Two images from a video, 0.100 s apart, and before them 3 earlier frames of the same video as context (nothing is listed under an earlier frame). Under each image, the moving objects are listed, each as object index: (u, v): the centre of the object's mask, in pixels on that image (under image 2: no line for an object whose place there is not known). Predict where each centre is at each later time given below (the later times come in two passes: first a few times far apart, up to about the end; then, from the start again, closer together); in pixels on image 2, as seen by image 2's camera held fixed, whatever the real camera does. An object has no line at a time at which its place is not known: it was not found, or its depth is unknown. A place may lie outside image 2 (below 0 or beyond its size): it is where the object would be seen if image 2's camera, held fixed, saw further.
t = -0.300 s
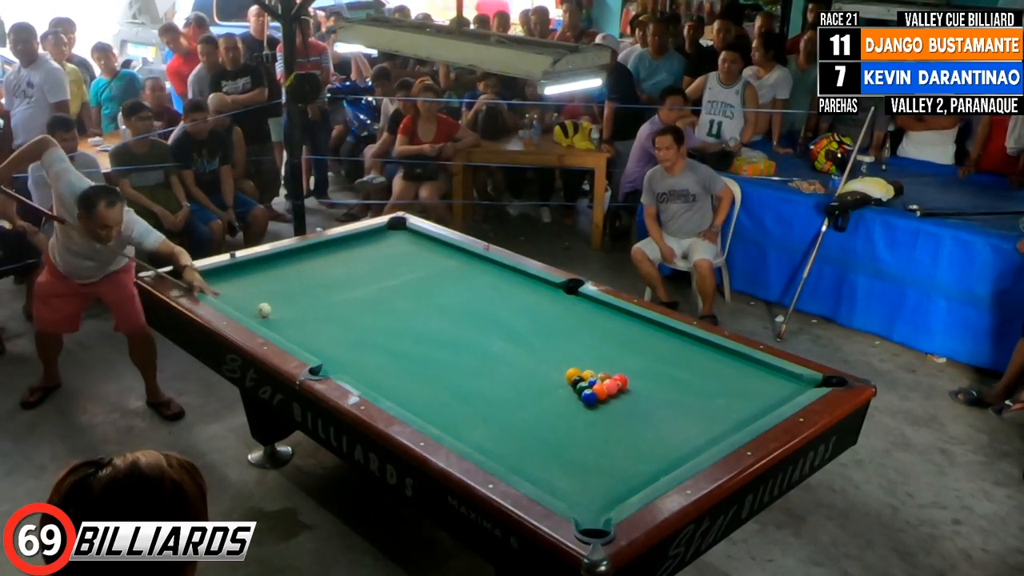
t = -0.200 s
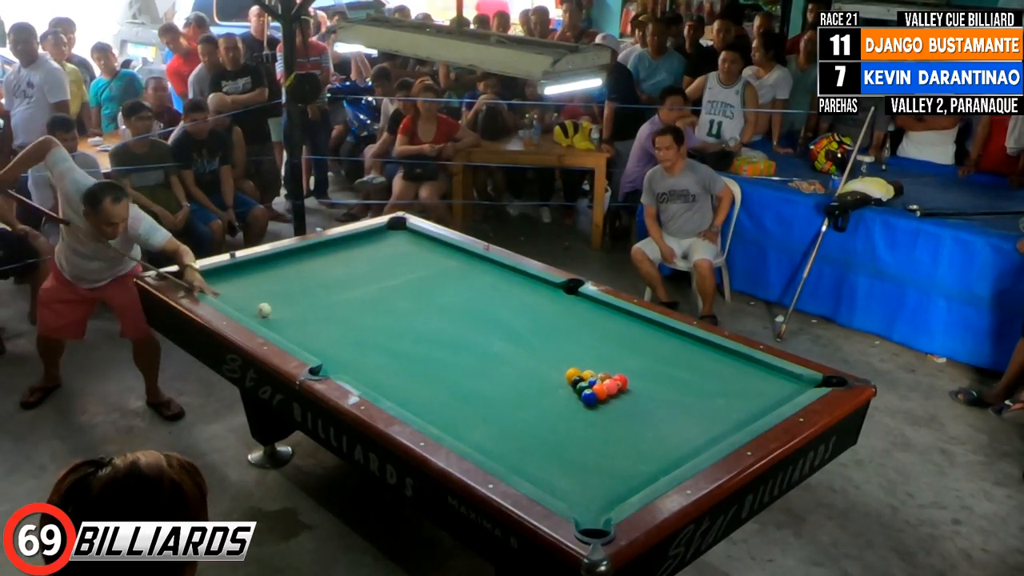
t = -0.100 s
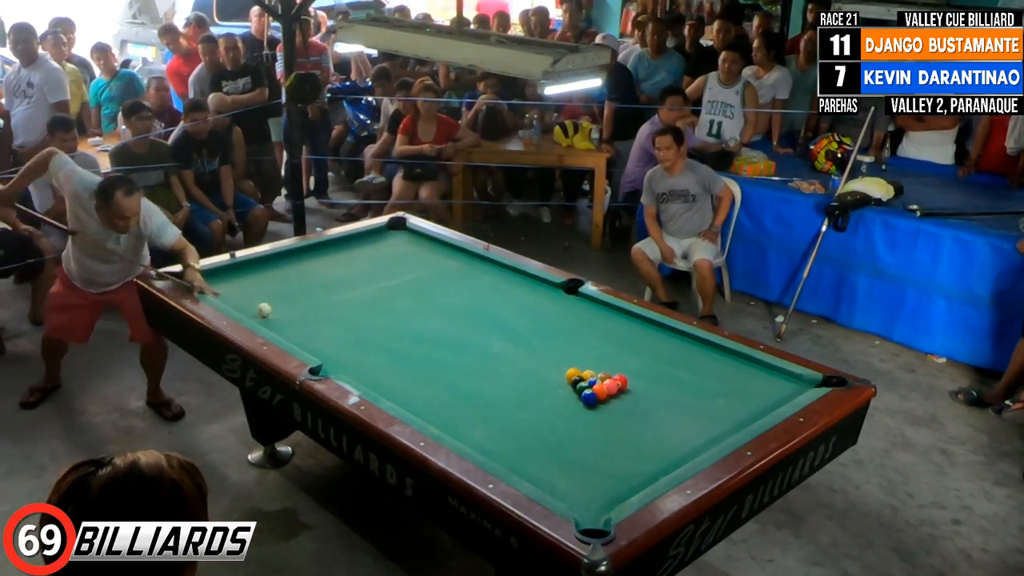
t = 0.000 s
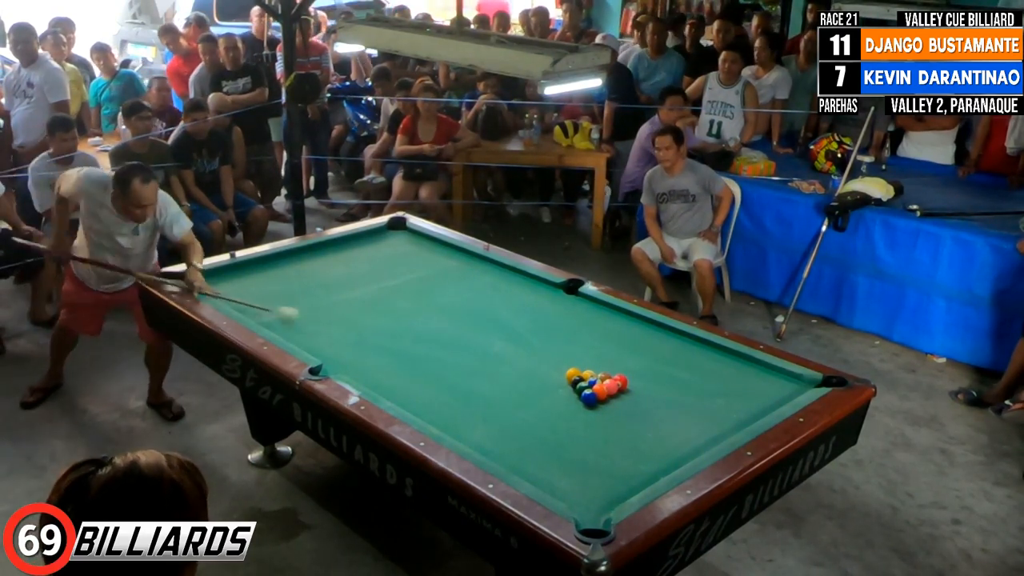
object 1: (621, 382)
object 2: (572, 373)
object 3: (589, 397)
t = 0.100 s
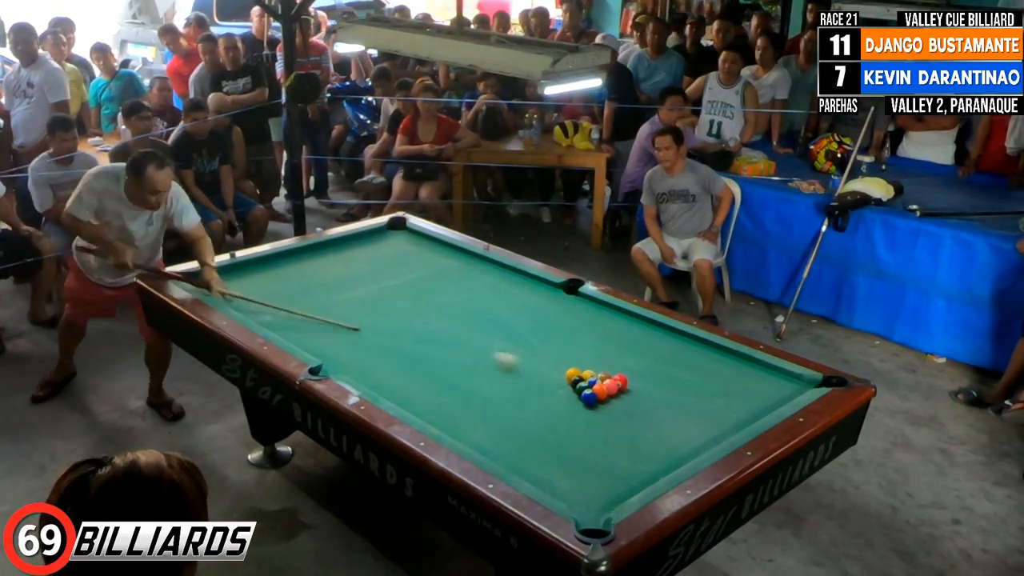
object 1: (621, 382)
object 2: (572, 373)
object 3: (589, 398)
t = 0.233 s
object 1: (783, 396)
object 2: (571, 360)
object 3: (621, 444)
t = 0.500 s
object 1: (624, 337)
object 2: (563, 329)
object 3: (573, 471)
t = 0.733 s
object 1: (492, 314)
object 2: (557, 306)
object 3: (483, 450)
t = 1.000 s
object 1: (356, 291)
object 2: (548, 285)
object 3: (453, 414)
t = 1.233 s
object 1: (250, 272)
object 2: (519, 282)
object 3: (431, 385)
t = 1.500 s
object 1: (223, 291)
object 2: (487, 279)
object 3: (408, 361)
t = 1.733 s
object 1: (289, 298)
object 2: (461, 276)
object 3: (390, 352)
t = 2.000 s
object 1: (328, 307)
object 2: (432, 274)
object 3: (347, 347)
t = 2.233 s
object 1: (314, 318)
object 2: (408, 272)
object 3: (306, 344)
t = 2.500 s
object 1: (305, 320)
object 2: (382, 270)
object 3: (286, 336)
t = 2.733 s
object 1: (299, 314)
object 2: (361, 268)
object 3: (280, 332)
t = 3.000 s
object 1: (293, 308)
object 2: (339, 267)
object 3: (275, 328)
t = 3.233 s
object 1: (288, 302)
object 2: (327, 263)
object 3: (271, 325)
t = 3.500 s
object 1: (283, 296)
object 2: (320, 259)
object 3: (268, 322)
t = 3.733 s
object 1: (280, 291)
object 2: (315, 255)
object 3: (265, 320)
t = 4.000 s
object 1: (276, 286)
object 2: (309, 251)
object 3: (263, 317)
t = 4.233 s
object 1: (273, 283)
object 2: (305, 248)
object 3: (260, 316)
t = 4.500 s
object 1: (271, 279)
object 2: (308, 249)
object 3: (259, 314)
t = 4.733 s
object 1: (269, 275)
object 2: (310, 251)
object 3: (258, 313)
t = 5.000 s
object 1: (266, 272)
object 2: (312, 252)
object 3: (258, 313)
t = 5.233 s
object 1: (266, 272)
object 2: (314, 253)
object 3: (258, 312)
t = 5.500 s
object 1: (267, 273)
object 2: (315, 253)
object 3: (258, 312)
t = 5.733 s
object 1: (268, 273)
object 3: (258, 312)
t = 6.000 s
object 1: (268, 274)
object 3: (259, 312)
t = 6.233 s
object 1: (269, 275)
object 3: (259, 312)
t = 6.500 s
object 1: (269, 275)
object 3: (259, 312)
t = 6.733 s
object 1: (269, 275)
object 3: (259, 312)
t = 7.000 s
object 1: (269, 275)
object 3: (259, 312)
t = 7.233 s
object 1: (269, 275)
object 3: (259, 312)
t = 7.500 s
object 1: (269, 275)
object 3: (258, 312)
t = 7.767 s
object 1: (269, 275)
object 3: (258, 312)
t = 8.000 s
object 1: (269, 275)
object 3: (258, 312)
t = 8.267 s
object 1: (269, 275)
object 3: (258, 312)
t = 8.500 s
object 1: (268, 275)
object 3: (259, 312)
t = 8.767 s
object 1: (269, 275)
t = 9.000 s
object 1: (269, 275)
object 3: (255, 310)
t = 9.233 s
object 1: (269, 275)
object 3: (259, 312)
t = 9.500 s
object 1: (269, 275)
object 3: (259, 312)
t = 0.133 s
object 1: (639, 385)
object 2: (572, 371)
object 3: (592, 402)
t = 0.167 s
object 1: (694, 391)
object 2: (573, 368)
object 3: (601, 416)
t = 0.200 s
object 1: (750, 397)
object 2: (572, 364)
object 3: (611, 432)
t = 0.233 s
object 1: (783, 396)
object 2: (571, 360)
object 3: (621, 444)
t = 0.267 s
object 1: (767, 381)
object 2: (569, 356)
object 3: (630, 459)
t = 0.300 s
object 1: (753, 367)
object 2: (568, 352)
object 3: (640, 473)
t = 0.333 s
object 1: (736, 356)
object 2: (567, 348)
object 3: (644, 482)
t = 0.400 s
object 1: (688, 347)
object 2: (565, 340)
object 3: (614, 479)
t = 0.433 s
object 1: (666, 344)
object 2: (564, 336)
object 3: (600, 476)
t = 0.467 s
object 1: (645, 340)
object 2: (563, 333)
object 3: (587, 474)
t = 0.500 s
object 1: (624, 337)
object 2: (563, 329)
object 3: (573, 471)
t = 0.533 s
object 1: (604, 333)
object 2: (562, 326)
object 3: (559, 469)
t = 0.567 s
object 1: (585, 330)
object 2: (561, 322)
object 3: (546, 466)
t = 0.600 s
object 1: (565, 326)
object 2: (559, 317)
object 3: (533, 464)
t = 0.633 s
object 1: (546, 323)
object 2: (559, 316)
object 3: (519, 462)
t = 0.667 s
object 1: (528, 320)
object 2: (558, 312)
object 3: (507, 458)
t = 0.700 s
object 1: (509, 317)
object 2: (557, 309)
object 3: (494, 455)
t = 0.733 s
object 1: (492, 314)
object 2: (557, 306)
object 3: (483, 450)
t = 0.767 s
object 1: (474, 311)
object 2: (556, 303)
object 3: (480, 446)
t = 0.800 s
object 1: (456, 308)
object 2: (555, 300)
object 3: (476, 442)
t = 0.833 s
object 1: (439, 305)
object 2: (554, 297)
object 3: (471, 438)
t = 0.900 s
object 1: (405, 299)
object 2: (553, 291)
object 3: (464, 428)
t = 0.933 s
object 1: (388, 296)
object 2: (552, 288)
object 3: (460, 423)
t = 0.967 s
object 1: (372, 294)
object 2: (551, 286)
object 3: (457, 418)
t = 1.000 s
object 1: (356, 291)
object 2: (548, 285)
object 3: (453, 414)
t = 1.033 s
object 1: (340, 287)
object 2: (544, 284)
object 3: (450, 409)
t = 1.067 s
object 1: (325, 285)
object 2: (540, 284)
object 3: (446, 405)
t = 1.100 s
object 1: (309, 283)
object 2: (536, 283)
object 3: (443, 400)
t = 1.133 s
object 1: (294, 280)
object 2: (531, 283)
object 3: (440, 396)
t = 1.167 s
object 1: (280, 277)
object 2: (527, 282)
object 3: (436, 393)
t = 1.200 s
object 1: (264, 275)
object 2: (523, 282)
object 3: (434, 388)
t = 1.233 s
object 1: (250, 272)
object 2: (519, 282)
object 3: (431, 385)
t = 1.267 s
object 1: (236, 269)
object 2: (515, 281)
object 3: (428, 381)
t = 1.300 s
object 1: (223, 269)
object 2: (511, 281)
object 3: (425, 377)
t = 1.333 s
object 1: (218, 274)
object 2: (507, 281)
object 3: (421, 373)
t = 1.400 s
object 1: (209, 284)
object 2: (499, 280)
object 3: (416, 366)
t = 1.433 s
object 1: (204, 287)
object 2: (495, 280)
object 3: (414, 362)
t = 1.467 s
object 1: (212, 290)
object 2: (491, 279)
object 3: (411, 362)
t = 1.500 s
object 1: (223, 291)
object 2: (487, 279)
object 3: (408, 361)
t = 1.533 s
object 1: (232, 292)
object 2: (483, 278)
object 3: (405, 360)
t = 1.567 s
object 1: (241, 293)
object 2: (480, 278)
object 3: (402, 358)
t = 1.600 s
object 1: (252, 294)
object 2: (476, 278)
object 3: (400, 357)
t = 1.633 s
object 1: (261, 295)
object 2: (472, 277)
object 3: (398, 356)
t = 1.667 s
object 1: (271, 296)
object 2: (468, 277)
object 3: (395, 355)
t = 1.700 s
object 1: (280, 297)
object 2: (465, 277)
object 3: (392, 354)
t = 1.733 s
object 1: (289, 298)
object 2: (461, 276)
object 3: (390, 352)
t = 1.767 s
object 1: (300, 299)
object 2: (457, 276)
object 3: (384, 352)
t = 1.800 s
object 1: (310, 300)
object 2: (453, 276)
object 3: (380, 351)
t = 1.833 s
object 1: (319, 301)
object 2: (450, 276)
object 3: (375, 349)
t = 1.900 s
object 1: (339, 303)
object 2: (442, 275)
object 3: (365, 347)
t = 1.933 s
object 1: (337, 304)
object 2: (439, 275)
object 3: (359, 347)
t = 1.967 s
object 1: (332, 306)
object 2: (435, 274)
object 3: (353, 347)
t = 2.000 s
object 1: (328, 307)
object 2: (432, 274)
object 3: (347, 347)
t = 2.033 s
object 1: (324, 309)
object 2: (428, 274)
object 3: (341, 347)
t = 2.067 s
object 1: (322, 310)
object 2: (425, 274)
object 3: (335, 346)
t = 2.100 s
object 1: (320, 312)
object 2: (421, 273)
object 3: (329, 346)
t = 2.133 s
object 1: (319, 313)
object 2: (418, 273)
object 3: (323, 346)
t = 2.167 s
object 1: (317, 315)
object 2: (415, 273)
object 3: (317, 346)
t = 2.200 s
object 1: (316, 316)
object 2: (411, 272)
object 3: (311, 346)
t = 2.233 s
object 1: (314, 318)
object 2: (408, 272)
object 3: (306, 344)
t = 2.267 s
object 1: (313, 319)
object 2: (404, 272)
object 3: (299, 343)
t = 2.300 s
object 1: (311, 320)
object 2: (401, 272)
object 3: (298, 342)
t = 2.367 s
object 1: (307, 322)
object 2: (395, 271)
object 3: (296, 339)
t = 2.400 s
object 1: (306, 322)
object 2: (391, 271)
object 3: (296, 338)
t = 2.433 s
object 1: (306, 322)
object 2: (388, 271)
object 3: (294, 337)
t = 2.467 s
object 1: (305, 321)
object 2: (385, 270)
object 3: (290, 336)
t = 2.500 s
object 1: (305, 320)
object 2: (382, 270)
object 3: (286, 336)
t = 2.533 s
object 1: (304, 320)
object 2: (379, 270)
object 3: (287, 335)
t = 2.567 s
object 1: (303, 319)
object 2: (376, 269)
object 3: (286, 334)
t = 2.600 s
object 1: (302, 318)
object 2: (373, 269)
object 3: (284, 334)
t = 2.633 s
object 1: (301, 317)
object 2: (370, 269)
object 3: (283, 333)
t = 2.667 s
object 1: (300, 316)
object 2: (367, 269)
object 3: (282, 333)
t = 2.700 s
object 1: (299, 315)
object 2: (364, 269)
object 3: (281, 332)
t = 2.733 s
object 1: (299, 314)
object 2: (361, 268)
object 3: (280, 332)
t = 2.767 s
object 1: (298, 313)
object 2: (358, 268)
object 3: (280, 331)
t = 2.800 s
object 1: (297, 313)
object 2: (356, 268)
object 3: (279, 331)
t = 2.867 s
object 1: (296, 311)
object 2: (350, 268)
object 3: (278, 330)
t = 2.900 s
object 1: (295, 310)
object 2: (347, 267)
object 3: (277, 330)
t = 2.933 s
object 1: (294, 310)
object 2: (344, 267)
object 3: (277, 329)
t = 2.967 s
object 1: (294, 309)
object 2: (342, 267)
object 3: (276, 329)
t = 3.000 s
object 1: (293, 308)
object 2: (339, 267)
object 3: (275, 328)
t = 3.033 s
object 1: (292, 307)
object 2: (336, 267)
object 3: (275, 328)
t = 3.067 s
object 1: (291, 306)
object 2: (333, 266)
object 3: (274, 327)
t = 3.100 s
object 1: (291, 306)
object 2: (331, 266)
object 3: (274, 327)
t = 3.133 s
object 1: (290, 305)
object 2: (330, 265)
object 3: (273, 326)
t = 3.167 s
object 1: (289, 304)
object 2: (329, 265)
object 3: (273, 326)
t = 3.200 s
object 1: (289, 303)
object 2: (328, 264)
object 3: (272, 326)
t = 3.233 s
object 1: (288, 302)
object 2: (327, 263)
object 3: (271, 325)
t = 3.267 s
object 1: (287, 301)
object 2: (326, 263)
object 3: (271, 325)
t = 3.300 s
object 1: (287, 301)
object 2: (326, 262)
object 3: (271, 324)
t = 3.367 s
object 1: (285, 299)
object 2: (324, 261)
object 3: (269, 323)
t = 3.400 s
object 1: (285, 299)
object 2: (323, 261)
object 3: (269, 323)
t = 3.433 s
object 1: (285, 298)
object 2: (322, 260)
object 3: (268, 323)
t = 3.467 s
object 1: (284, 297)
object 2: (321, 259)
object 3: (268, 323)
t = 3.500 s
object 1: (283, 296)
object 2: (320, 259)
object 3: (268, 322)
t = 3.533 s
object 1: (283, 295)
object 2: (320, 258)
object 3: (267, 322)
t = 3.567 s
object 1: (282, 294)
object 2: (319, 257)
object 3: (267, 322)
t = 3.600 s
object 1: (282, 294)
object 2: (318, 257)
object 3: (266, 321)
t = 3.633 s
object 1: (281, 293)
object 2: (317, 257)
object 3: (266, 321)
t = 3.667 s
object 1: (280, 293)
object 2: (317, 256)
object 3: (266, 321)
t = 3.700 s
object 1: (280, 292)
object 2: (316, 256)
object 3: (265, 320)
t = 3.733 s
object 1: (280, 291)
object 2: (315, 255)
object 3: (265, 320)
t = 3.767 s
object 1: (279, 291)
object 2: (314, 254)
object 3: (264, 320)
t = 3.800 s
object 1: (279, 290)
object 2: (314, 254)
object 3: (264, 319)
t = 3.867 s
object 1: (278, 289)
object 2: (312, 253)
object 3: (264, 319)
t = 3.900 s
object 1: (277, 288)
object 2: (312, 253)
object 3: (263, 318)
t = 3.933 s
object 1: (277, 287)
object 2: (311, 252)
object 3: (263, 318)
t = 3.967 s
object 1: (276, 287)
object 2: (310, 252)
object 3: (263, 318)
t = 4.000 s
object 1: (276, 286)
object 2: (309, 251)
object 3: (263, 317)
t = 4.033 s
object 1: (276, 286)
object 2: (309, 251)
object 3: (262, 317)
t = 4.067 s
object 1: (275, 285)
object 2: (308, 250)
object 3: (262, 317)
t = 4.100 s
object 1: (275, 284)
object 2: (307, 250)
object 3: (262, 317)
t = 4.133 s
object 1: (275, 284)
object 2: (307, 249)
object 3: (261, 316)
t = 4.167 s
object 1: (274, 283)
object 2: (306, 249)
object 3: (261, 316)
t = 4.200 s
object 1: (274, 283)
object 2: (306, 248)
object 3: (260, 316)
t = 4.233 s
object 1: (273, 283)
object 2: (305, 248)
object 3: (260, 316)
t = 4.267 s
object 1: (273, 282)
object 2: (305, 248)
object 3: (260, 315)
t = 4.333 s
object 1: (273, 281)
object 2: (306, 248)
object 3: (260, 315)
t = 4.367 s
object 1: (272, 280)
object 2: (307, 249)
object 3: (260, 315)
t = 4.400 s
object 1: (272, 280)
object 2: (307, 249)
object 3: (259, 315)
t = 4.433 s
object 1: (271, 279)
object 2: (307, 249)
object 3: (259, 314)
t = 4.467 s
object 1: (271, 279)
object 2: (308, 249)
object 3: (259, 314)
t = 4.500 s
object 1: (271, 279)
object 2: (308, 249)
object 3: (259, 314)
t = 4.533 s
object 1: (270, 278)
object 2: (308, 250)
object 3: (259, 314)
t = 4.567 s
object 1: (270, 277)
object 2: (309, 250)
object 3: (259, 314)
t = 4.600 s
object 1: (270, 277)
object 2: (309, 250)
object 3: (259, 314)
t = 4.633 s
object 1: (270, 276)
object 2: (309, 250)
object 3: (259, 314)
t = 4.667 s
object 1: (269, 276)
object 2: (309, 250)
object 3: (259, 314)
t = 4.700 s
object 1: (269, 276)
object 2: (310, 251)
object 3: (258, 313)
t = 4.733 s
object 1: (269, 275)
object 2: (310, 251)
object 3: (258, 313)
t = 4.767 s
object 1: (269, 275)
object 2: (310, 251)
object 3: (258, 313)
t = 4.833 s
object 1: (268, 274)
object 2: (311, 251)
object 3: (258, 313)
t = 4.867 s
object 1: (268, 274)
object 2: (311, 251)
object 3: (258, 313)
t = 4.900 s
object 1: (267, 273)
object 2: (312, 252)
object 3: (258, 313)
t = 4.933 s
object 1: (267, 273)
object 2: (312, 252)
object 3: (258, 313)
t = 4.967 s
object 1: (266, 272)
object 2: (312, 252)
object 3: (258, 313)
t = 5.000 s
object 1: (266, 272)
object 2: (312, 252)
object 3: (258, 313)
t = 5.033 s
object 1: (266, 272)
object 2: (313, 252)
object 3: (258, 313)
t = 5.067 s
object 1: (266, 272)
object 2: (313, 252)
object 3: (258, 313)
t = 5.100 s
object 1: (266, 272)
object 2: (313, 252)
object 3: (258, 312)
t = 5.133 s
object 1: (266, 272)
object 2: (313, 252)
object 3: (258, 312)
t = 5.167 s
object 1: (266, 272)
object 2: (313, 252)
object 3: (258, 312)
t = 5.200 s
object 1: (266, 272)
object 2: (314, 253)
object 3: (258, 312)
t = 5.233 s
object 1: (266, 272)
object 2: (314, 253)
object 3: (258, 312)
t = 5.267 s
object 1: (266, 272)
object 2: (314, 253)
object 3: (258, 312)
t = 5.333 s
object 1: (267, 273)
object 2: (314, 253)
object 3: (258, 312)
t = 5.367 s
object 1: (267, 273)
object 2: (314, 253)
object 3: (258, 312)
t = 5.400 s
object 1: (267, 273)
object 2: (315, 253)
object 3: (258, 312)
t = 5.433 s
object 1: (267, 273)
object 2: (315, 253)
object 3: (258, 312)
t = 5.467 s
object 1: (267, 273)
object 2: (315, 253)
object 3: (258, 312)
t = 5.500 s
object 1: (267, 273)
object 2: (315, 253)
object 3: (258, 312)
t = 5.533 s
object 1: (267, 273)
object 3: (258, 312)
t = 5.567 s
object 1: (268, 273)
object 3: (258, 312)
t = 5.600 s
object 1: (267, 273)
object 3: (259, 312)
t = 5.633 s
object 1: (268, 273)
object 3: (259, 312)
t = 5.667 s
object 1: (268, 273)
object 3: (259, 312)
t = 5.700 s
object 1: (268, 273)
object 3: (258, 312)
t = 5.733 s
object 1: (268, 273)
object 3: (258, 312)
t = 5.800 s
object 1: (268, 273)
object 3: (259, 312)
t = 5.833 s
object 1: (268, 274)
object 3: (259, 312)
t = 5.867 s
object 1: (268, 274)
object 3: (259, 312)
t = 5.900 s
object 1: (268, 274)
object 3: (259, 312)
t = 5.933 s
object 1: (268, 274)
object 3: (259, 312)
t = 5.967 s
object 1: (268, 274)
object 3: (259, 312)
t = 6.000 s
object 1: (268, 274)
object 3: (259, 312)
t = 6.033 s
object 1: (268, 274)
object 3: (259, 312)
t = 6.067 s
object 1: (268, 274)
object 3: (259, 312)
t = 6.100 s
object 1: (268, 274)
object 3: (259, 312)
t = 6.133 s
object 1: (269, 274)
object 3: (259, 312)
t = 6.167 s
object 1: (269, 274)
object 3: (259, 312)
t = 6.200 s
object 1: (269, 275)
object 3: (259, 312)
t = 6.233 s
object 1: (269, 275)
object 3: (259, 312)
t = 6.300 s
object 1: (269, 275)
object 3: (259, 312)
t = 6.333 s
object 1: (269, 275)
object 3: (259, 312)
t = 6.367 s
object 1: (269, 275)
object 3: (259, 312)
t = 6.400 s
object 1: (269, 275)
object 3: (259, 312)
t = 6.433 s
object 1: (269, 275)
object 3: (259, 312)
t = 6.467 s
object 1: (269, 275)
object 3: (259, 312)
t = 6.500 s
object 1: (269, 275)
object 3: (259, 312)
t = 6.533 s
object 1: (269, 275)
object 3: (259, 312)
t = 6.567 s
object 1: (269, 275)
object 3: (259, 312)
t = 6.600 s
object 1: (269, 275)
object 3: (259, 312)
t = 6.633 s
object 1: (269, 275)
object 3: (259, 312)
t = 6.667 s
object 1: (269, 275)
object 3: (259, 312)
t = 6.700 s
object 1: (269, 275)
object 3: (259, 312)
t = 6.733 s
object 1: (269, 275)
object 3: (259, 312)
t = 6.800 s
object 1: (269, 275)
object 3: (258, 312)
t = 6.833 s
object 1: (269, 275)
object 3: (258, 312)
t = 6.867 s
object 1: (269, 275)
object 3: (258, 312)
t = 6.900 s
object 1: (269, 275)
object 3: (258, 312)
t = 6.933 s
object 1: (269, 275)
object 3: (258, 312)
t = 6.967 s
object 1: (269, 275)
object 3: (258, 312)
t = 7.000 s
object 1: (269, 275)
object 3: (259, 312)
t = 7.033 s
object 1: (269, 275)
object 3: (259, 312)
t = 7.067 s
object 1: (269, 275)
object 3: (258, 312)
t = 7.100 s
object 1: (269, 275)
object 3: (259, 312)
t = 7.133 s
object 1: (269, 275)
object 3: (258, 312)
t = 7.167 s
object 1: (269, 275)
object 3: (259, 312)
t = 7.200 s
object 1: (269, 275)
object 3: (258, 312)
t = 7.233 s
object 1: (269, 275)
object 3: (259, 312)
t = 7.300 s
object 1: (269, 275)
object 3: (258, 312)
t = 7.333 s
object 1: (269, 275)
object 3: (259, 312)
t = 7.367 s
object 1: (269, 275)
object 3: (258, 312)
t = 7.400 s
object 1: (269, 275)
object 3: (258, 312)
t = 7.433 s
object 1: (269, 275)
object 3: (258, 312)
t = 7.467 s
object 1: (269, 275)
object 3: (258, 312)
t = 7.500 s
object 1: (269, 275)
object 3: (258, 312)
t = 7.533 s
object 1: (269, 275)
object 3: (258, 312)
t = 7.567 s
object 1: (269, 275)
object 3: (258, 312)
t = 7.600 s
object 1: (269, 275)
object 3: (258, 312)
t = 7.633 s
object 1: (269, 275)
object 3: (258, 312)
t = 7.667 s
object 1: (269, 275)
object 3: (258, 312)
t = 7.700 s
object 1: (269, 275)
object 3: (258, 312)
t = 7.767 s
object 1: (269, 275)
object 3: (258, 312)
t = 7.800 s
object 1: (269, 275)
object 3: (258, 312)
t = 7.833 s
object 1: (269, 275)
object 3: (258, 312)
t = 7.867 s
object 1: (269, 275)
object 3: (258, 312)
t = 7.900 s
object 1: (269, 275)
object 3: (258, 312)
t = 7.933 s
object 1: (269, 275)
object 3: (258, 312)
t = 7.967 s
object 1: (269, 275)
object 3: (258, 312)
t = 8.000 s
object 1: (269, 275)
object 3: (258, 312)
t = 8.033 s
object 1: (269, 275)
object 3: (258, 312)
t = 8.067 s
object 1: (269, 275)
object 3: (258, 312)
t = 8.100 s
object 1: (269, 275)
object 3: (258, 312)
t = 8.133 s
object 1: (269, 275)
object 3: (258, 312)
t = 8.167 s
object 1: (269, 275)
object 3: (258, 312)
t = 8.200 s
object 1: (269, 275)
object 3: (258, 312)
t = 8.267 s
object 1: (269, 275)
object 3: (258, 312)
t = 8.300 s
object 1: (269, 275)
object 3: (258, 312)
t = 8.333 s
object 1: (269, 275)
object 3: (258, 312)
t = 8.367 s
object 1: (269, 275)
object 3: (258, 312)
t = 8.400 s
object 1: (269, 275)
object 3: (259, 312)
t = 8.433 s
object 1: (269, 275)
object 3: (259, 312)
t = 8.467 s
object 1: (268, 275)
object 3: (259, 312)
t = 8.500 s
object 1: (268, 275)
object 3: (259, 312)
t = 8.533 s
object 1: (269, 275)
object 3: (258, 312)
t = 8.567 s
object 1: (268, 275)
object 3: (259, 312)
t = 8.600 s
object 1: (270, 275)
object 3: (260, 313)
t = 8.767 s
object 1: (269, 275)
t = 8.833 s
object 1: (269, 275)
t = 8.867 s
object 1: (269, 275)
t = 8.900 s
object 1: (269, 275)
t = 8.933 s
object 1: (269, 275)
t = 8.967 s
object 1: (269, 275)
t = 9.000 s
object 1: (269, 275)
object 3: (255, 310)
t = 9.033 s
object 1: (269, 275)
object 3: (257, 311)
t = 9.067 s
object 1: (269, 275)
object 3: (259, 312)
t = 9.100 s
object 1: (269, 275)
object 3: (259, 312)
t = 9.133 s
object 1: (269, 275)
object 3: (259, 312)
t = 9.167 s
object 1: (269, 275)
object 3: (259, 312)
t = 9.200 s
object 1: (269, 275)
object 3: (259, 312)
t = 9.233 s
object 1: (269, 275)
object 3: (259, 312)
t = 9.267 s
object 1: (269, 275)
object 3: (259, 312)
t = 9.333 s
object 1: (269, 275)
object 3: (259, 312)
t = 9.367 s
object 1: (269, 275)
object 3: (259, 312)
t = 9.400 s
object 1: (269, 275)
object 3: (259, 312)
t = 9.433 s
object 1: (269, 275)
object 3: (259, 312)
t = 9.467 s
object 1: (269, 275)
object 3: (259, 312)
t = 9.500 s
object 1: (269, 275)
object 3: (259, 312)
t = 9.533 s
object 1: (269, 275)
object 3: (259, 312)
